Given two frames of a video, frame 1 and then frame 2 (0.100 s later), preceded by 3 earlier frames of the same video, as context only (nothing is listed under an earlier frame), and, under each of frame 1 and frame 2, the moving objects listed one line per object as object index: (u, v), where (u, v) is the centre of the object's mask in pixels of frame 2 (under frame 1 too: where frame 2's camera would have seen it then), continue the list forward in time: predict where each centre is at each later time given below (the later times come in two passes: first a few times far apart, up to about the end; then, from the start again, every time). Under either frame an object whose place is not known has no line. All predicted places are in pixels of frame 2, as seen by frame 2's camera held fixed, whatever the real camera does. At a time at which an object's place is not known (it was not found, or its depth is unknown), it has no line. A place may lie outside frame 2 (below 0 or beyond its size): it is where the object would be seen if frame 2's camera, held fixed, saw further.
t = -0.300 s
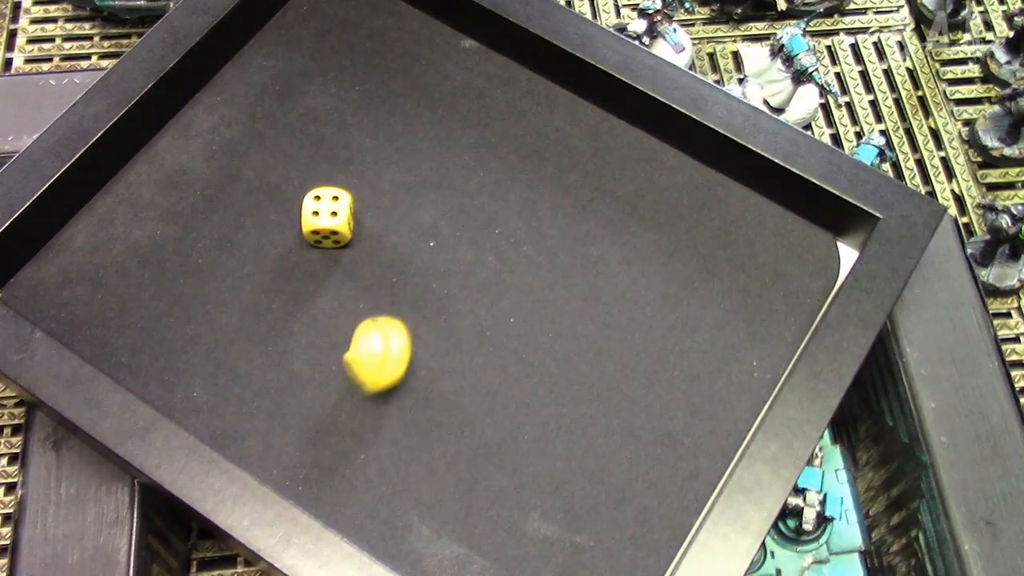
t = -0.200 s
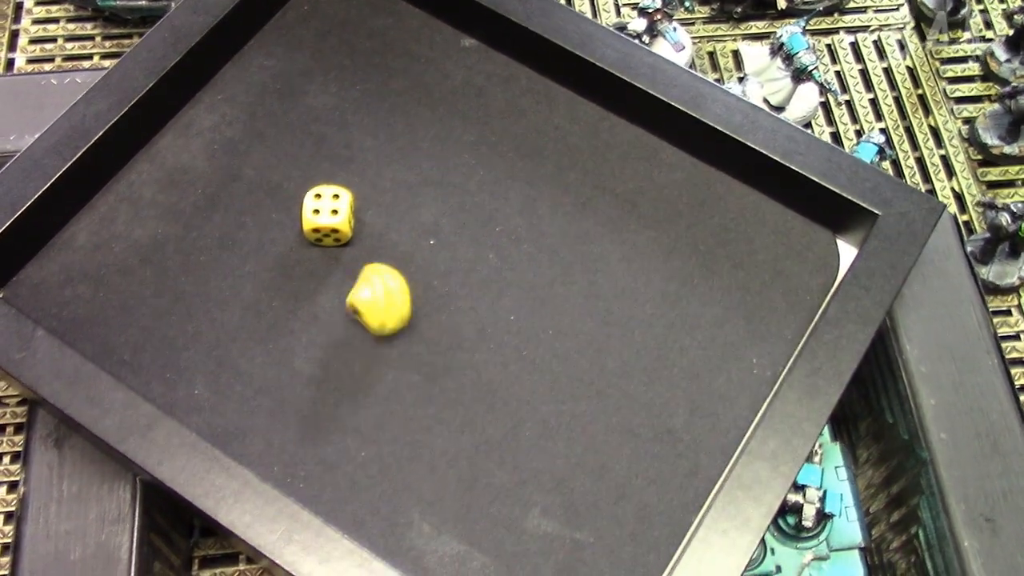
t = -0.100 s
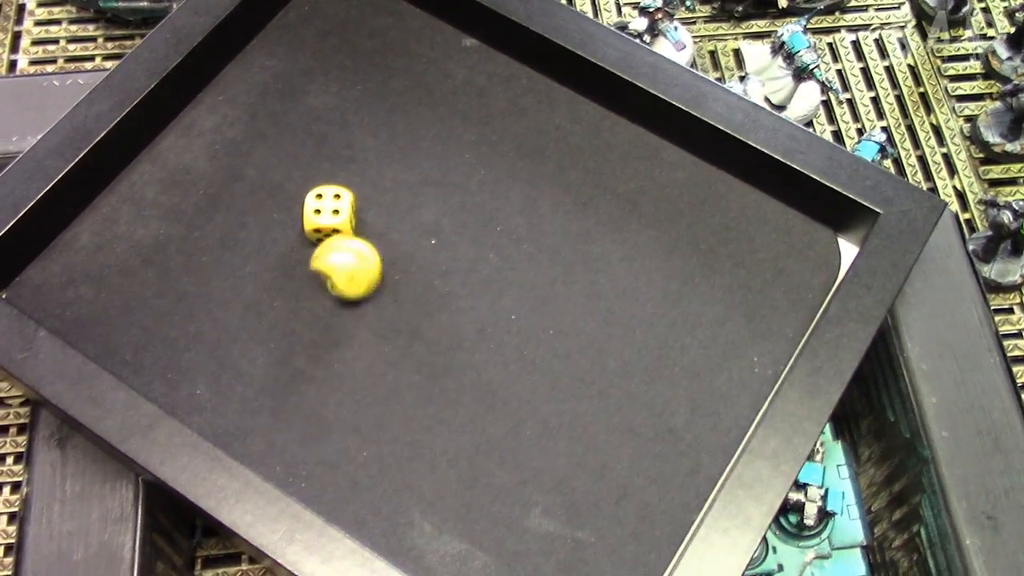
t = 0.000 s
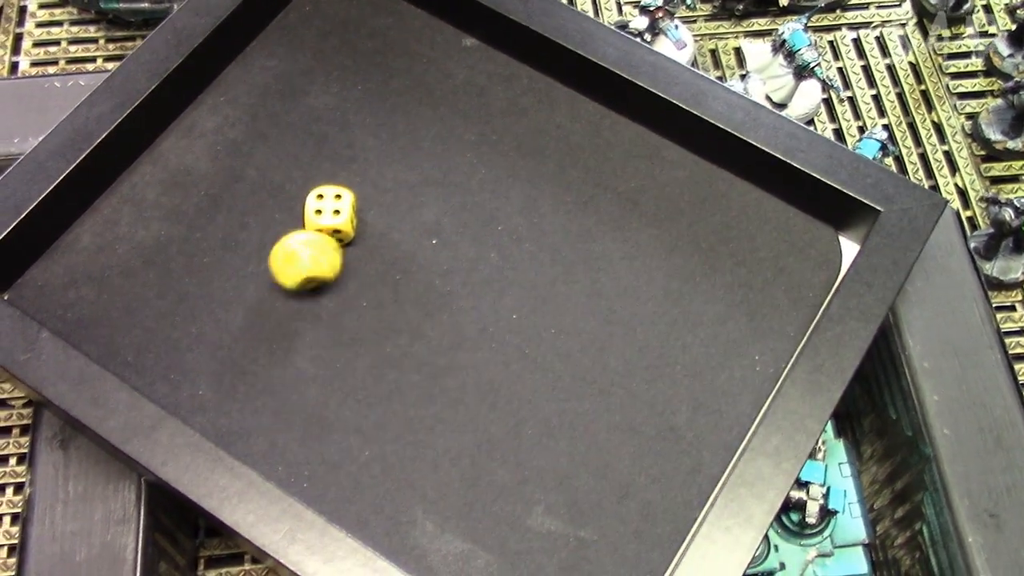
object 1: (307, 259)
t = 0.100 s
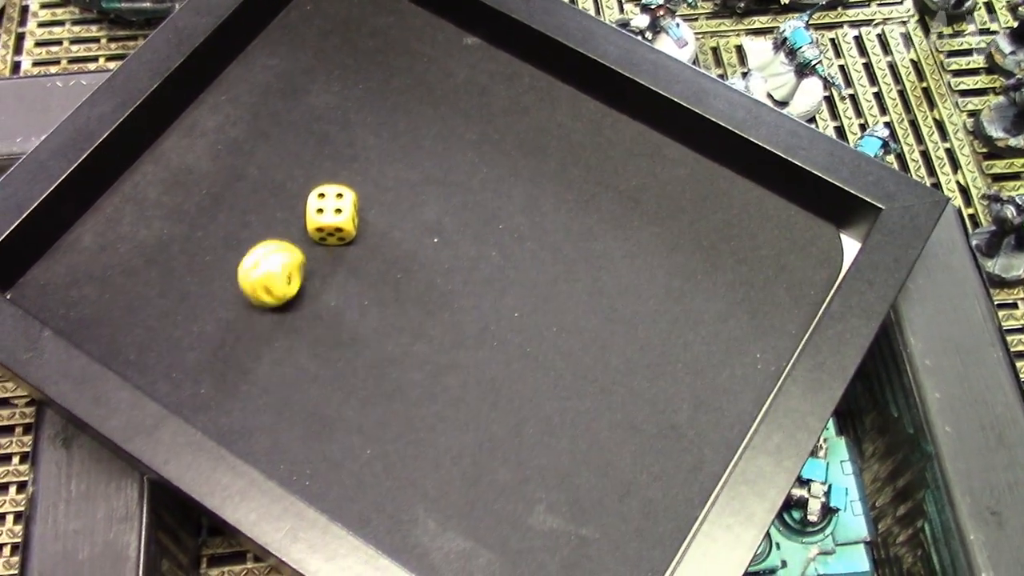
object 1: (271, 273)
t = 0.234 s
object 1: (250, 308)
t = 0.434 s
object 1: (258, 353)
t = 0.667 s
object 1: (241, 368)
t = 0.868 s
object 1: (218, 362)
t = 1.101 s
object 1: (227, 356)
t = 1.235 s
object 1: (227, 356)
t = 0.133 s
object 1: (264, 281)
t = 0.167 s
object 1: (259, 291)
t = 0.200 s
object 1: (255, 300)
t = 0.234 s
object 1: (250, 308)
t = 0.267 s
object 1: (249, 317)
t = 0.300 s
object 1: (246, 325)
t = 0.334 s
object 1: (247, 333)
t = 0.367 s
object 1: (249, 343)
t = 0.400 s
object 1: (256, 350)
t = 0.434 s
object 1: (258, 353)
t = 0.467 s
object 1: (261, 357)
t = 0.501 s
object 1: (261, 358)
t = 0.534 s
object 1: (257, 358)
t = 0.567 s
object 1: (251, 361)
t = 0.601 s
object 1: (246, 365)
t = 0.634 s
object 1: (244, 368)
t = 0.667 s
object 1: (241, 368)
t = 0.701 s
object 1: (235, 369)
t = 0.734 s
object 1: (232, 370)
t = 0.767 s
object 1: (227, 369)
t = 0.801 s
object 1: (223, 368)
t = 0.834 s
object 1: (220, 365)
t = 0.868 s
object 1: (218, 362)
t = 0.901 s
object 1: (218, 359)
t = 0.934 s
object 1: (218, 357)
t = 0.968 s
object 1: (220, 354)
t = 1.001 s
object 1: (224, 352)
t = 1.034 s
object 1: (225, 352)
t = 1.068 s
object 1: (227, 354)
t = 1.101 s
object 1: (227, 356)
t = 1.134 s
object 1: (227, 356)
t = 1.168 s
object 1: (227, 356)
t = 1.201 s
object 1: (227, 356)
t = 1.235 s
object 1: (227, 356)
